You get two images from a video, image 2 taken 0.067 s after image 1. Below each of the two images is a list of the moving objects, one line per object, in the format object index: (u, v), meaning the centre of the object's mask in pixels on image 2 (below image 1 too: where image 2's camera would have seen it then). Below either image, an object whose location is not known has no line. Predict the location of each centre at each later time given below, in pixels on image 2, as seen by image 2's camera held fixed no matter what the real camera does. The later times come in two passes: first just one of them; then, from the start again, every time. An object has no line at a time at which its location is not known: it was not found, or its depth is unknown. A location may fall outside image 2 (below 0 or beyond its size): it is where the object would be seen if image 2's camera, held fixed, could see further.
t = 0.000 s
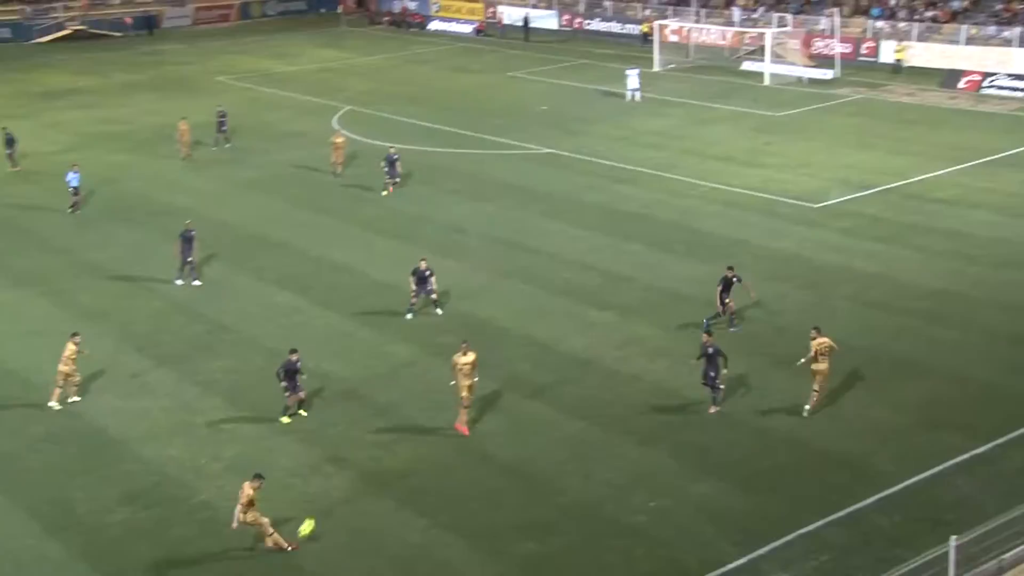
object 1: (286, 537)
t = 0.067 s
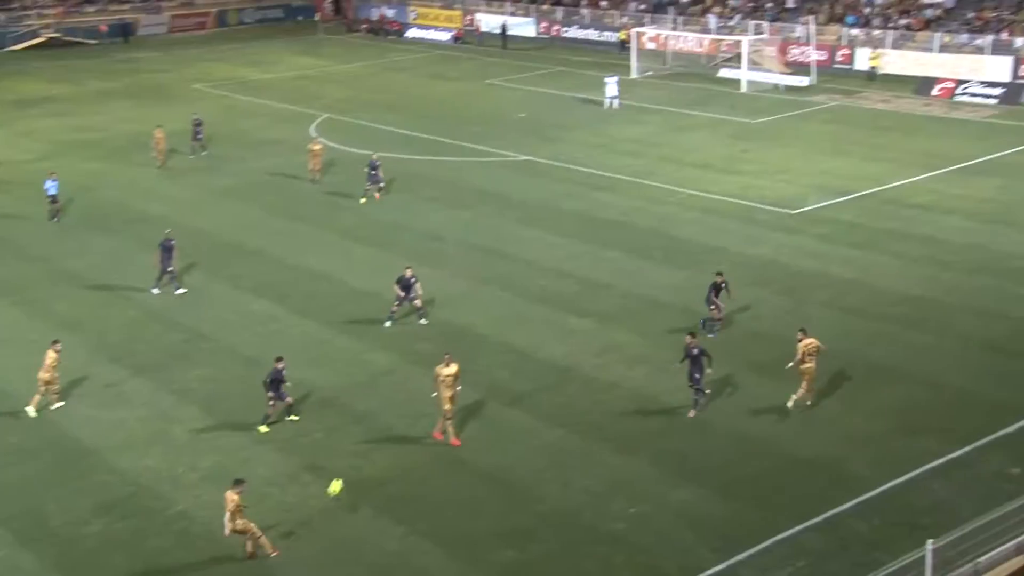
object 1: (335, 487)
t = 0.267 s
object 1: (455, 367)
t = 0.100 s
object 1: (358, 464)
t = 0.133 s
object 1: (379, 442)
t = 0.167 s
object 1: (399, 422)
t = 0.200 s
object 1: (419, 403)
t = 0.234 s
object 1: (436, 385)
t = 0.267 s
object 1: (455, 367)
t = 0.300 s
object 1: (473, 351)
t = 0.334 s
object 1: (490, 335)
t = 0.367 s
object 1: (506, 320)
